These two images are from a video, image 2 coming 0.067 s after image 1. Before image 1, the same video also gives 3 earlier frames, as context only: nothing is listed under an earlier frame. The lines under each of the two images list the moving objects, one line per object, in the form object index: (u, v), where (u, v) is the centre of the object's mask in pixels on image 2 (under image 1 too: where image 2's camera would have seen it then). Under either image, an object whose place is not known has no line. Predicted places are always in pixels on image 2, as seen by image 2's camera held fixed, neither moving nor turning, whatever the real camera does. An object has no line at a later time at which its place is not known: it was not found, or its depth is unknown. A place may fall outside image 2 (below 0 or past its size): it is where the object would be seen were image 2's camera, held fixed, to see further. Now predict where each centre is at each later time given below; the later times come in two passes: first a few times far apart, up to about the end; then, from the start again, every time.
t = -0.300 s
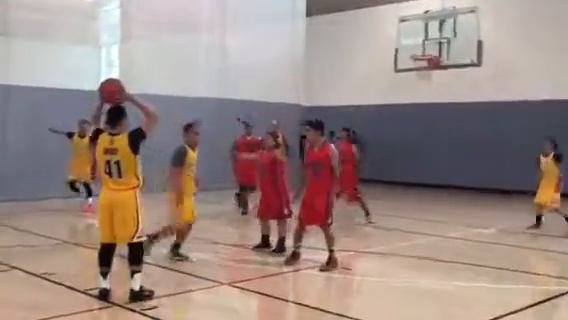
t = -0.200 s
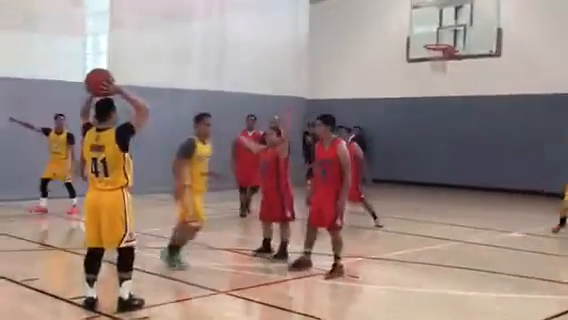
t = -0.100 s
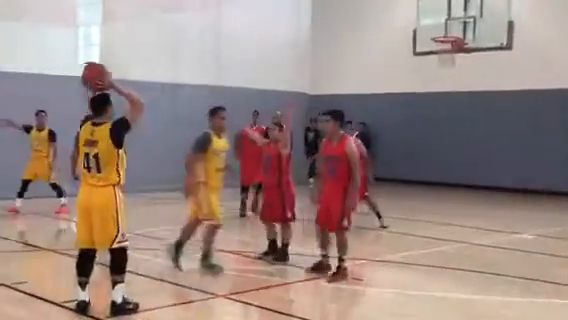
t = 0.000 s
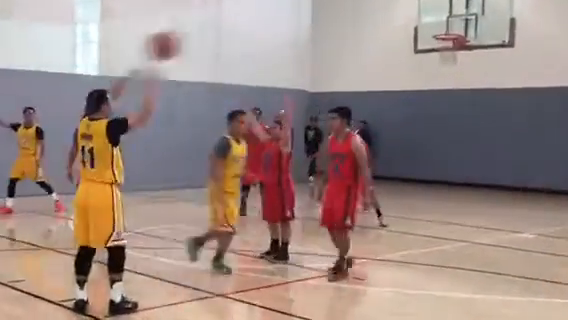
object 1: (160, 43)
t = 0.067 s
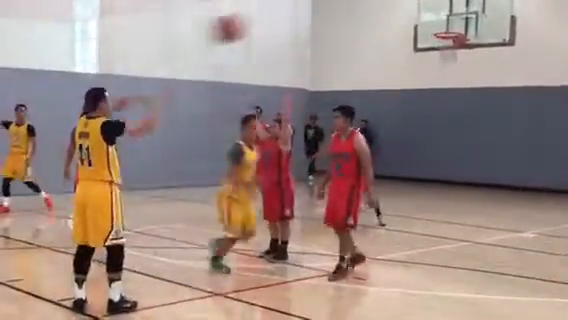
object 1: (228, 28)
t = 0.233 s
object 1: (372, 16)
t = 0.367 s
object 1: (465, 28)
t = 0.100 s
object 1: (259, 22)
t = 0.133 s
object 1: (288, 18)
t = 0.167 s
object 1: (318, 16)
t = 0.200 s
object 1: (345, 16)
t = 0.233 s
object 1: (372, 16)
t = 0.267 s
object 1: (396, 17)
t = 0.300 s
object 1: (420, 20)
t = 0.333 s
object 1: (441, 24)
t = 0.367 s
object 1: (465, 28)
